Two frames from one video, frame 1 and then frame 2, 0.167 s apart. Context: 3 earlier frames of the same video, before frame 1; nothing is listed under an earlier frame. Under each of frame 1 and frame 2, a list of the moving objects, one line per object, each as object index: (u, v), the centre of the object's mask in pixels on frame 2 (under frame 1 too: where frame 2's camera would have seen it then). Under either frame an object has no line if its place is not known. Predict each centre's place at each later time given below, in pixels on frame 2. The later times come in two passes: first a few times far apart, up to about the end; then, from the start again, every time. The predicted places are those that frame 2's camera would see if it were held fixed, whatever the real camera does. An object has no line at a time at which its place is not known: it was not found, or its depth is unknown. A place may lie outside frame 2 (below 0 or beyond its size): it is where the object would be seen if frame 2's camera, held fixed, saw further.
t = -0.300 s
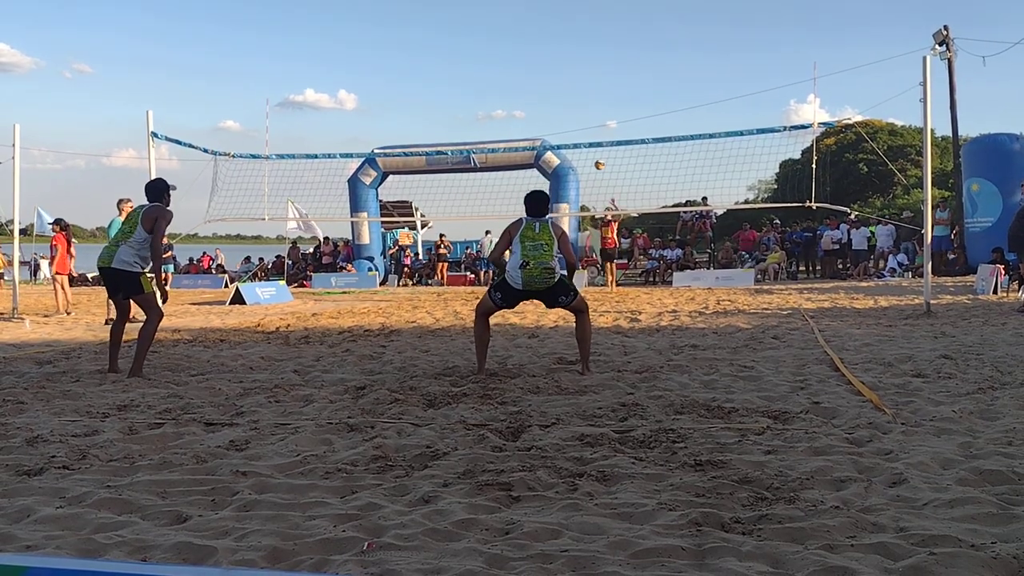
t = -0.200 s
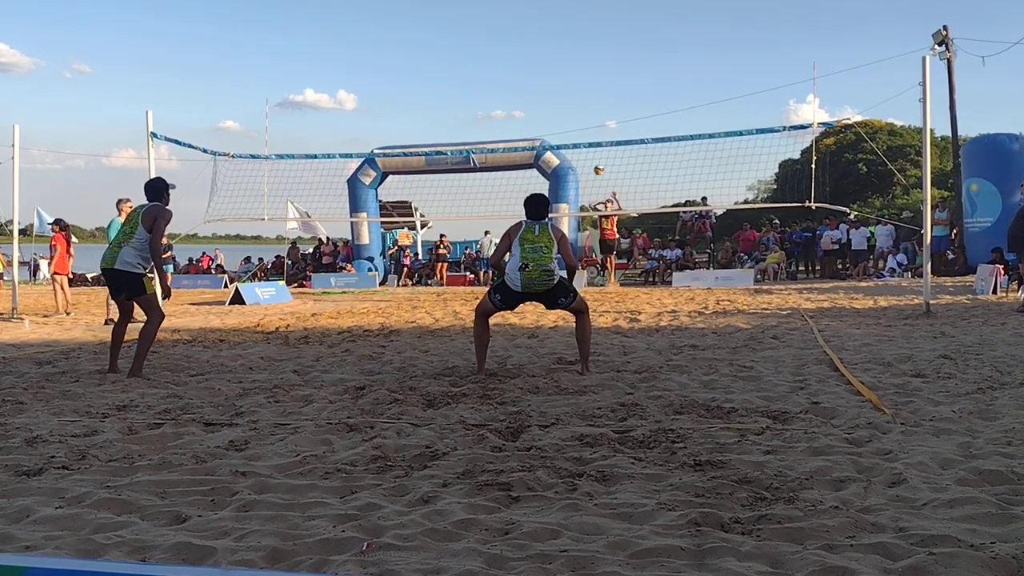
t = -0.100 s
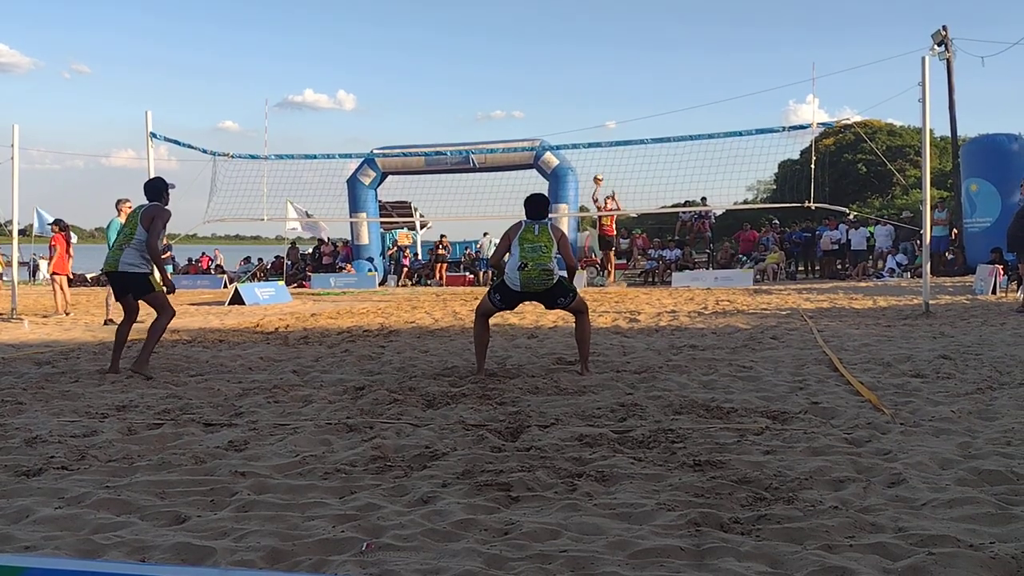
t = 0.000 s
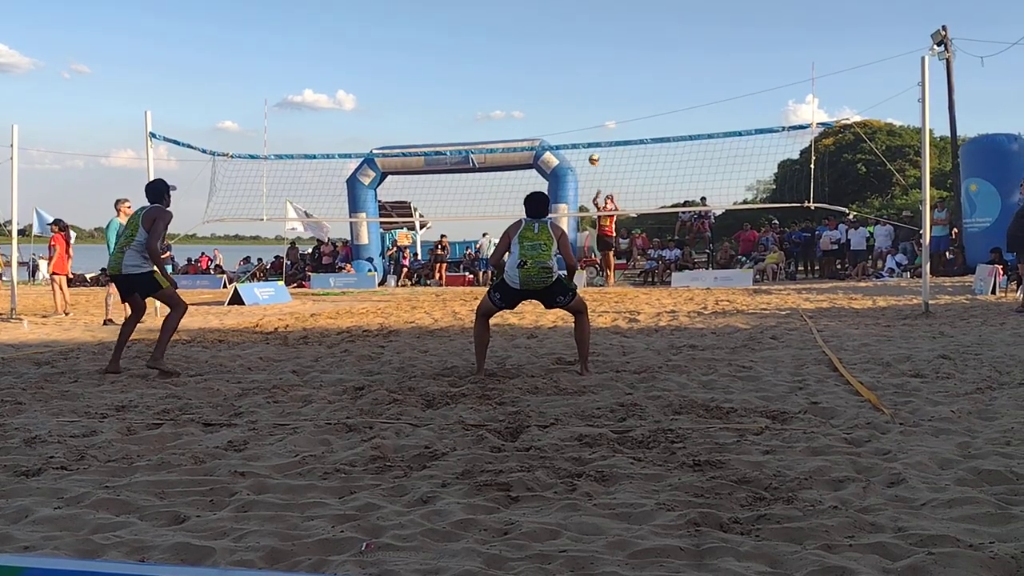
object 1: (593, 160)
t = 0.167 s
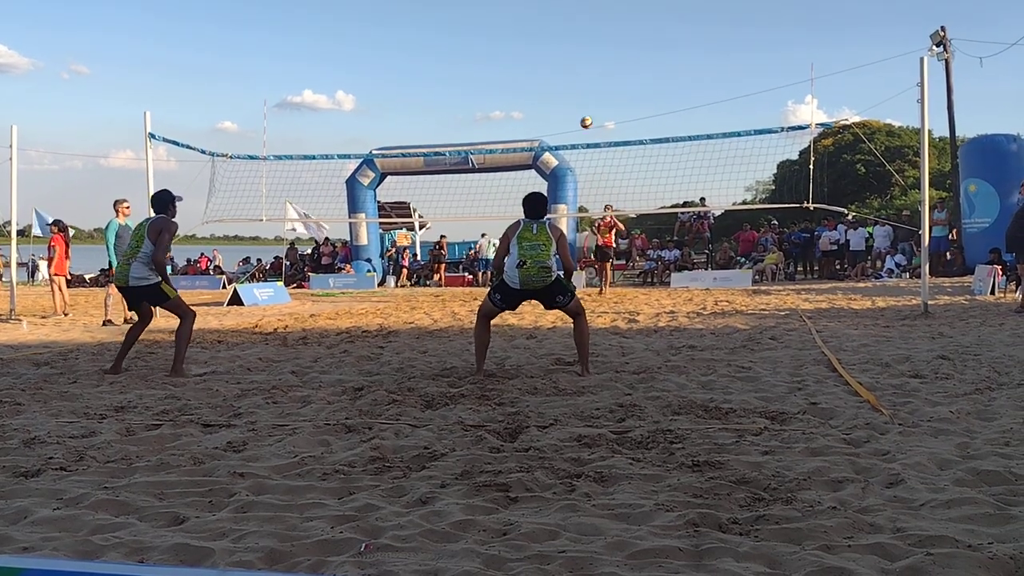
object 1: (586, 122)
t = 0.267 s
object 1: (583, 102)
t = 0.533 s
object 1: (574, 63)
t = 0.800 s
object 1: (563, 73)
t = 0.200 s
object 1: (585, 115)
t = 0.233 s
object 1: (584, 108)
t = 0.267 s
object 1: (583, 102)
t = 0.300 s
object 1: (582, 95)
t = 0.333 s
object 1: (581, 90)
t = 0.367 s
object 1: (580, 84)
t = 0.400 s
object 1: (579, 79)
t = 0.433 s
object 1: (578, 74)
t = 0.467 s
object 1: (577, 70)
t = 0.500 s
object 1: (576, 66)
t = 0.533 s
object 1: (574, 63)
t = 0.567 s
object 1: (572, 61)
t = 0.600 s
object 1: (571, 59)
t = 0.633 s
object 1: (569, 59)
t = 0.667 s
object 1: (568, 59)
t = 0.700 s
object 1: (566, 61)
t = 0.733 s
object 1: (565, 63)
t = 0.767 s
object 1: (563, 67)
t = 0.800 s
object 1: (563, 73)
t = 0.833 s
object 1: (562, 79)
